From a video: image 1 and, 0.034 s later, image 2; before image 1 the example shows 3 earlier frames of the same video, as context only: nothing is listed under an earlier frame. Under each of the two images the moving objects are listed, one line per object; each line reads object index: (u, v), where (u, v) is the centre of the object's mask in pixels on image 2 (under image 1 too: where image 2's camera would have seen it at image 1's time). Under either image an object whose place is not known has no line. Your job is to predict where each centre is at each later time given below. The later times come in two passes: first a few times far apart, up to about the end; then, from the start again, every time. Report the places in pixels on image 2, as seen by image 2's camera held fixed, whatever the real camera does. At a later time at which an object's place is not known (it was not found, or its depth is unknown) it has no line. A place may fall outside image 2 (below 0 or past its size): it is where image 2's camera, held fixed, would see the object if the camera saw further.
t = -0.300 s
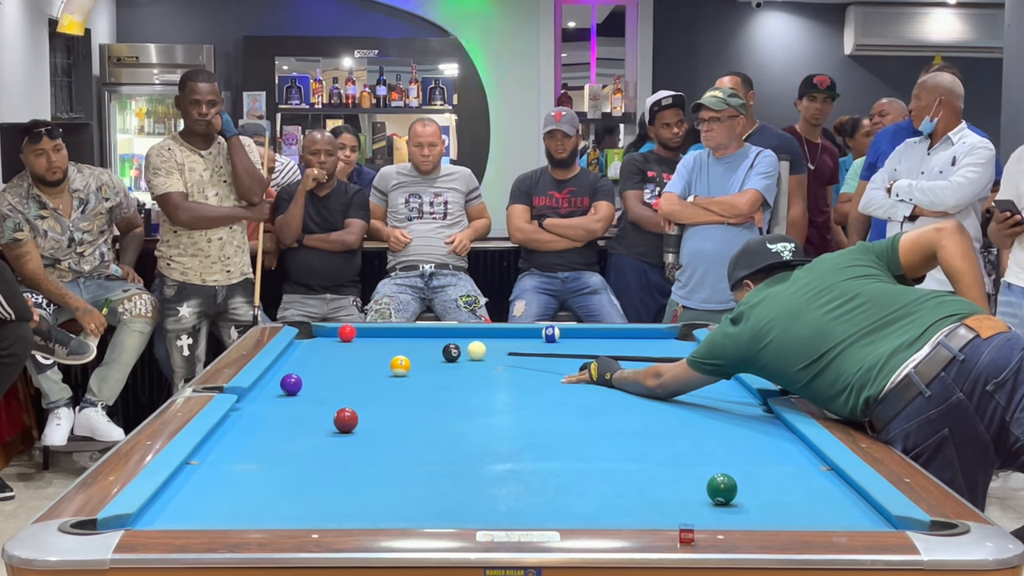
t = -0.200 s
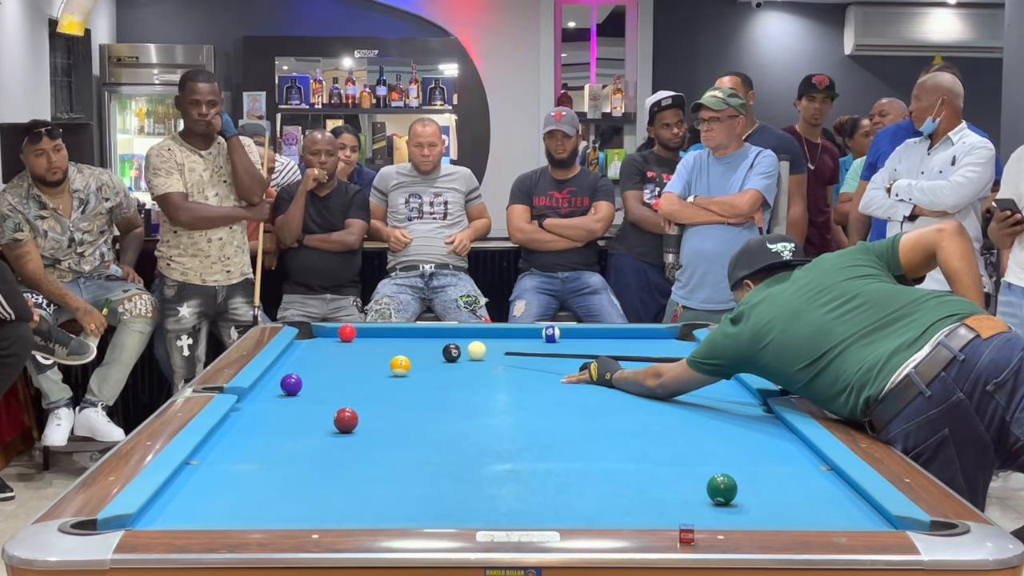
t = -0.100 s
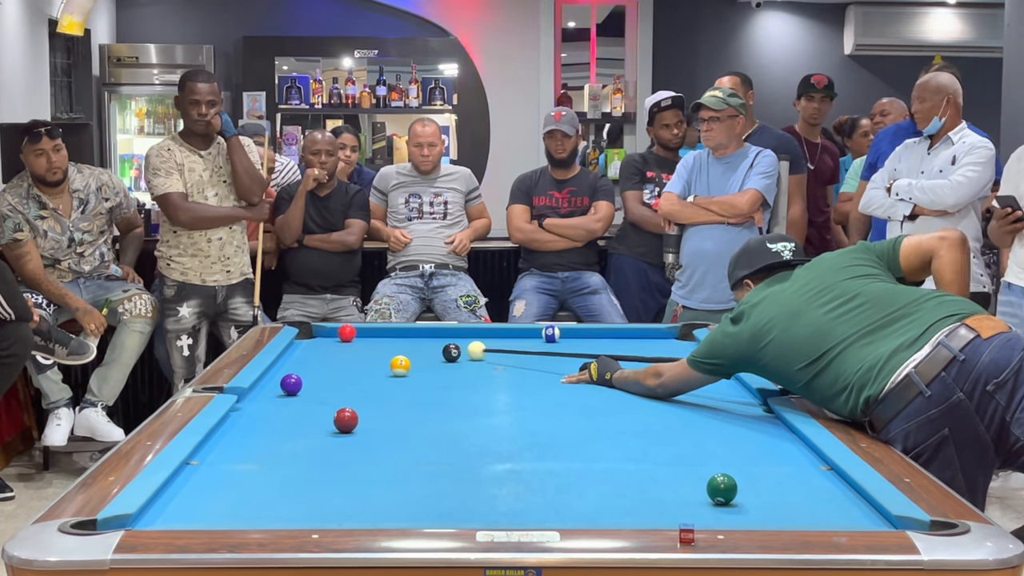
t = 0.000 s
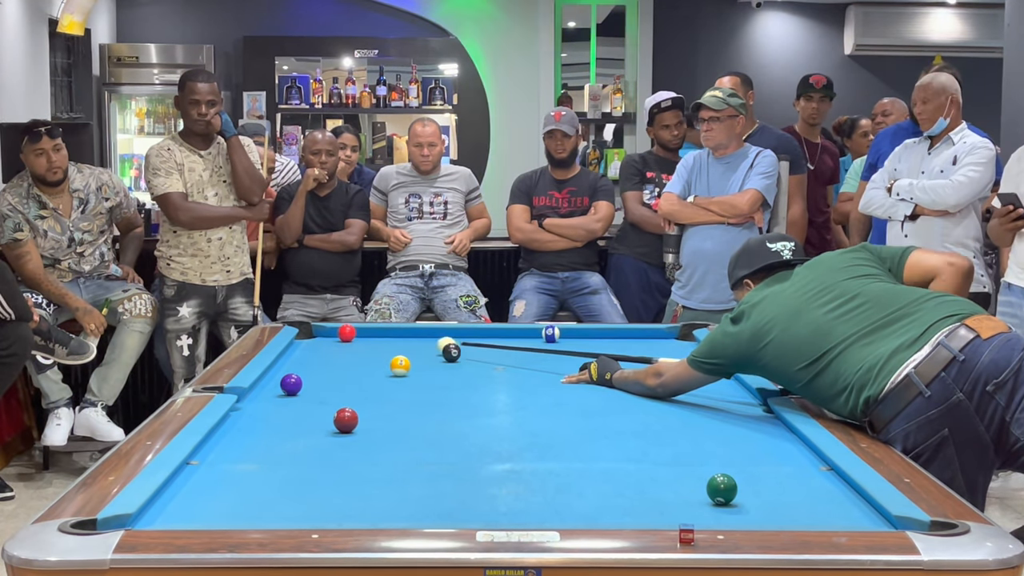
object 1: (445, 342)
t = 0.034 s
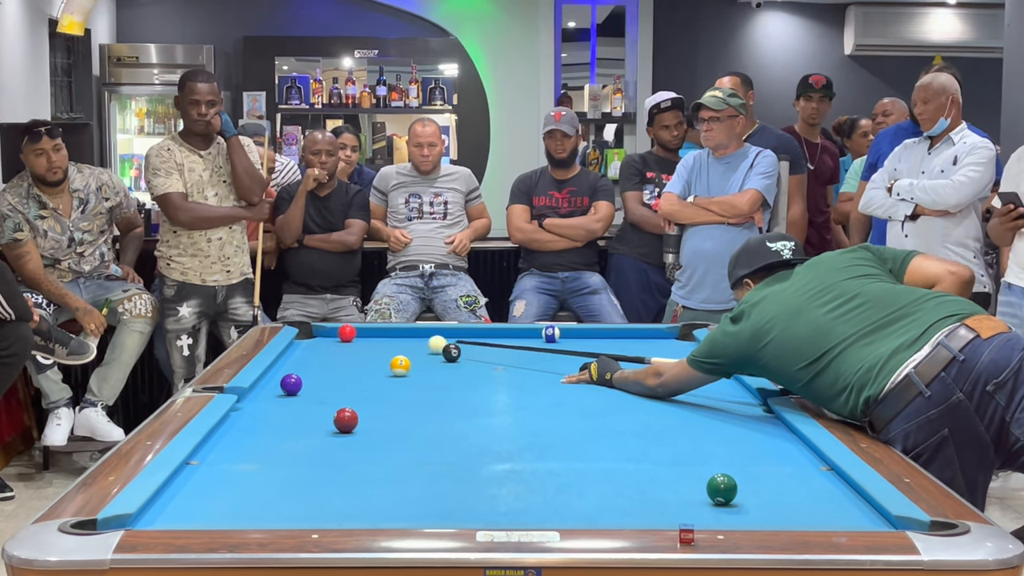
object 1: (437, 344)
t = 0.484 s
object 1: (361, 331)
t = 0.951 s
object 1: (333, 339)
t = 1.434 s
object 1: (305, 347)
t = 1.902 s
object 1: (297, 353)
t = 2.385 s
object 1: (304, 357)
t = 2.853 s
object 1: (310, 360)
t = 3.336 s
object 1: (314, 363)
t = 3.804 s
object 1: (316, 364)
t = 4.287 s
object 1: (317, 364)
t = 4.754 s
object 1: (317, 364)
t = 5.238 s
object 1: (317, 364)
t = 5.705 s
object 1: (317, 364)
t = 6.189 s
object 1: (317, 364)
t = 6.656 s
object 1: (317, 364)
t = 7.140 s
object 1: (317, 364)
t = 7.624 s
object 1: (317, 364)
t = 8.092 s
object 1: (317, 364)
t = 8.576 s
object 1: (317, 364)
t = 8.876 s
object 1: (317, 364)
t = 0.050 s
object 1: (433, 344)
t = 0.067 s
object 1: (428, 343)
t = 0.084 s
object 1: (423, 343)
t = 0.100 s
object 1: (419, 342)
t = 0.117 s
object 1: (414, 341)
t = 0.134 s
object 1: (410, 341)
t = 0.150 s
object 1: (406, 340)
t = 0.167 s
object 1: (401, 339)
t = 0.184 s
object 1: (397, 339)
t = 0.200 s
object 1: (392, 338)
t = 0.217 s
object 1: (388, 337)
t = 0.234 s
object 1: (384, 337)
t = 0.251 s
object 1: (380, 336)
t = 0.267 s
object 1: (376, 336)
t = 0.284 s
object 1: (371, 335)
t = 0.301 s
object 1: (367, 334)
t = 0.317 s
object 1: (364, 334)
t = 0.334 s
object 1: (364, 333)
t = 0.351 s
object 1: (365, 333)
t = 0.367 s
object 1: (365, 333)
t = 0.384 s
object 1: (365, 332)
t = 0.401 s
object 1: (364, 332)
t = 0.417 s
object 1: (364, 331)
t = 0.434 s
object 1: (364, 331)
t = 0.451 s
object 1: (363, 331)
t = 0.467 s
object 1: (362, 331)
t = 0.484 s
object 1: (361, 331)
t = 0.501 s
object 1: (360, 331)
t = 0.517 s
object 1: (359, 332)
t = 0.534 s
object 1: (358, 332)
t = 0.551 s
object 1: (357, 332)
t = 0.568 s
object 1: (356, 332)
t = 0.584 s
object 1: (355, 333)
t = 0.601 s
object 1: (354, 333)
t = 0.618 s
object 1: (353, 333)
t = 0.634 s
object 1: (352, 333)
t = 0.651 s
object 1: (351, 334)
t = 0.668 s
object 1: (350, 334)
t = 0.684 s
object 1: (349, 334)
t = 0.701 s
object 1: (348, 335)
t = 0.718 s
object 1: (347, 335)
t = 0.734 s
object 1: (346, 335)
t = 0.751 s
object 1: (345, 335)
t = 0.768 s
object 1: (344, 336)
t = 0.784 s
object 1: (343, 336)
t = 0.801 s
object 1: (342, 336)
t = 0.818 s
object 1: (341, 337)
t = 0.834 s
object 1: (340, 337)
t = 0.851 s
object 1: (339, 337)
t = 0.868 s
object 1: (338, 337)
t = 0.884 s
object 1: (337, 338)
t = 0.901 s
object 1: (336, 338)
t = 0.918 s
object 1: (335, 338)
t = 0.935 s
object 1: (334, 339)
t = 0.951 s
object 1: (333, 339)
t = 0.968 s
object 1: (332, 339)
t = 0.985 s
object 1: (331, 339)
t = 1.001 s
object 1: (330, 340)
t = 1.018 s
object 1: (329, 340)
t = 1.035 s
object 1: (328, 340)
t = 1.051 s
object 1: (327, 340)
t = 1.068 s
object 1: (326, 341)
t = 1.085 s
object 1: (325, 341)
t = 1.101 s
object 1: (324, 341)
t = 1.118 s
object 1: (323, 342)
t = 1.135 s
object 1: (322, 342)
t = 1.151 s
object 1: (321, 342)
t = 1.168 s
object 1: (320, 342)
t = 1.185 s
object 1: (319, 343)
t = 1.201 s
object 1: (318, 343)
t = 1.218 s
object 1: (317, 343)
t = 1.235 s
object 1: (316, 344)
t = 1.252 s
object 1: (315, 344)
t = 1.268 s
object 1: (314, 344)
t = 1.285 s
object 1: (313, 344)
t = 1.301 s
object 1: (312, 344)
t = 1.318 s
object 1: (311, 345)
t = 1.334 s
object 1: (310, 345)
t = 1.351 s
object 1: (309, 345)
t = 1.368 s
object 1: (309, 346)
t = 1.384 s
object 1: (308, 346)
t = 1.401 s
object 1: (307, 346)
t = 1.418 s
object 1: (306, 347)
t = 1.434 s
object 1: (305, 347)
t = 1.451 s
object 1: (304, 347)
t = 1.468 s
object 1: (302, 347)
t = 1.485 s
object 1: (302, 348)
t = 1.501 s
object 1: (301, 348)
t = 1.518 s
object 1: (300, 348)
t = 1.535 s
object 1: (298, 348)
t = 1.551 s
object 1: (297, 349)
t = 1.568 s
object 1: (297, 349)
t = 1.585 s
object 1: (296, 349)
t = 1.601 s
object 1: (295, 349)
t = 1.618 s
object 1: (294, 350)
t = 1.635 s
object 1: (293, 350)
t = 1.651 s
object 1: (293, 350)
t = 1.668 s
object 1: (293, 350)
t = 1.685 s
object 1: (293, 351)
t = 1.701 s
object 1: (294, 351)
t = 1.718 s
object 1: (294, 351)
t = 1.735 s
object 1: (294, 351)
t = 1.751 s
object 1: (295, 351)
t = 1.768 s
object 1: (295, 351)
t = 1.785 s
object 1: (295, 351)
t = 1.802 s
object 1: (295, 352)
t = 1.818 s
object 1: (296, 352)
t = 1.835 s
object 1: (296, 352)
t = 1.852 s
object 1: (296, 352)
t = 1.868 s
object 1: (296, 352)
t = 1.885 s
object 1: (297, 353)
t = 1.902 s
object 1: (297, 353)
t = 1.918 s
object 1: (297, 353)
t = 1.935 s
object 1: (298, 353)
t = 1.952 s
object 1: (298, 353)
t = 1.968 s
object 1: (298, 353)
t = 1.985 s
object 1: (298, 354)
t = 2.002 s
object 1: (298, 353)
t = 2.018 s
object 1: (299, 354)
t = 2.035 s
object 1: (299, 354)
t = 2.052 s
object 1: (299, 354)
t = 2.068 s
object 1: (300, 354)
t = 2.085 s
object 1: (300, 354)
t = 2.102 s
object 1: (300, 354)
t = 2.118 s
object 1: (300, 355)
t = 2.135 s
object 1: (301, 355)
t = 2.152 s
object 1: (301, 355)
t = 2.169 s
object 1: (301, 355)
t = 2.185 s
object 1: (302, 355)
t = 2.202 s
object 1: (302, 355)
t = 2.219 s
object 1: (302, 355)
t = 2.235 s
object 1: (302, 356)
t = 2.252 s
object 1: (303, 356)
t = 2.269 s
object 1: (303, 356)
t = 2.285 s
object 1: (303, 356)
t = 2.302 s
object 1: (303, 356)
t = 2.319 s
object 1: (303, 356)
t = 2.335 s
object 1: (304, 357)
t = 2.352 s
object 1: (304, 357)
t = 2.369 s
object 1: (304, 357)
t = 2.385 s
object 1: (304, 357)
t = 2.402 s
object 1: (304, 357)
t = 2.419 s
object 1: (305, 357)
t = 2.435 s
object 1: (305, 357)
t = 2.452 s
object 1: (305, 357)
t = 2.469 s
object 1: (305, 358)
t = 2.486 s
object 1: (305, 358)
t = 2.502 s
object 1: (306, 358)
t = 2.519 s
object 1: (306, 358)
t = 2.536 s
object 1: (306, 358)
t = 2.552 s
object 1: (306, 358)
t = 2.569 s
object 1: (306, 358)
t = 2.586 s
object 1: (307, 358)
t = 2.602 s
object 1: (307, 358)
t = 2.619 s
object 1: (307, 359)
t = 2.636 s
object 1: (307, 359)
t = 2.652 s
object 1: (307, 359)
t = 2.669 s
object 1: (308, 359)
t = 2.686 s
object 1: (308, 359)
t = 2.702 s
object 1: (308, 359)
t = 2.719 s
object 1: (308, 359)
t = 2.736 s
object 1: (309, 359)
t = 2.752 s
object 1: (309, 360)
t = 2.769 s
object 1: (309, 360)
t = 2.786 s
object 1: (309, 360)
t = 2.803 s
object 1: (309, 360)
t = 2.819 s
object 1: (310, 360)
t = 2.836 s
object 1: (310, 360)
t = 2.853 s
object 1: (310, 360)
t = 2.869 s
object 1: (310, 360)
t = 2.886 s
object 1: (310, 360)
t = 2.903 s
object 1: (310, 360)
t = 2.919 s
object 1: (311, 361)
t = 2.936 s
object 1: (311, 361)
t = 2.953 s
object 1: (311, 361)
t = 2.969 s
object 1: (311, 361)
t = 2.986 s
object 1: (311, 361)
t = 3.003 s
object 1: (311, 361)
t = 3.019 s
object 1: (311, 361)
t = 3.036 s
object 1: (312, 361)
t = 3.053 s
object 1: (312, 361)
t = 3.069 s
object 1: (312, 361)
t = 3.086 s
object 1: (312, 361)
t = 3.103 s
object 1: (312, 362)
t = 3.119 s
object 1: (312, 362)
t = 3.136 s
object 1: (313, 362)
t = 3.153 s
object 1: (312, 362)
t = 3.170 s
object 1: (313, 362)
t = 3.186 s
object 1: (313, 362)
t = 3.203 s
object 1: (313, 362)
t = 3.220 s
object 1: (313, 362)
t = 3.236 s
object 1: (313, 362)
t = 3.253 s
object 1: (313, 362)
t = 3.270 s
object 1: (314, 362)
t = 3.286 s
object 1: (314, 362)
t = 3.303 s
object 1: (314, 362)
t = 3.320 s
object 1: (314, 363)
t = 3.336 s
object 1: (314, 363)
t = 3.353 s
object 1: (314, 363)
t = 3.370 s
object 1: (314, 363)
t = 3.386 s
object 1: (314, 363)
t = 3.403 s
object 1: (314, 363)
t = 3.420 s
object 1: (314, 363)
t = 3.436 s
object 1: (314, 363)
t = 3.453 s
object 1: (314, 363)
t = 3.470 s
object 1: (314, 363)
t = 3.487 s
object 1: (315, 363)
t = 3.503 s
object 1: (315, 363)
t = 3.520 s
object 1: (315, 363)
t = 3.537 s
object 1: (315, 363)
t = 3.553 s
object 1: (315, 363)
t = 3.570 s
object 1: (315, 363)
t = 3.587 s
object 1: (315, 363)
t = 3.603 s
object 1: (315, 363)
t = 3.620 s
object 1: (315, 363)
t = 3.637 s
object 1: (315, 363)
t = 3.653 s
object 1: (316, 364)
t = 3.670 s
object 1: (316, 364)
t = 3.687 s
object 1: (316, 364)
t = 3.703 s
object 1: (316, 364)
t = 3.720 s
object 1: (316, 364)
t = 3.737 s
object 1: (316, 364)
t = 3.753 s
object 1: (316, 364)
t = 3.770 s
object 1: (316, 364)
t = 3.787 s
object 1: (316, 364)
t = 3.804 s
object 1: (316, 364)
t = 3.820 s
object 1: (316, 364)
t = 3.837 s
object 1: (316, 364)
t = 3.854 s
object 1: (316, 364)
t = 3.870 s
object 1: (316, 364)
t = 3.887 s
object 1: (317, 364)
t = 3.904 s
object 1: (317, 364)
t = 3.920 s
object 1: (317, 364)
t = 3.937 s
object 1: (317, 364)
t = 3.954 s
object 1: (317, 364)
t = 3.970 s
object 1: (317, 364)
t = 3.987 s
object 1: (317, 364)
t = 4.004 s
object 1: (317, 364)
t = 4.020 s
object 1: (317, 364)
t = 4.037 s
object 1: (317, 364)
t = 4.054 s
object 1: (317, 364)
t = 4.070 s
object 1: (317, 364)
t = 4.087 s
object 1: (317, 364)
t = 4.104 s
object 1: (317, 364)
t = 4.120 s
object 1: (317, 364)
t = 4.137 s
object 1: (317, 364)
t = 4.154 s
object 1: (317, 364)
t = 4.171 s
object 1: (317, 364)
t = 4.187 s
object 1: (317, 364)
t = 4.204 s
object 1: (317, 364)
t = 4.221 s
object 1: (317, 364)
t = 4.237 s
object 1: (317, 364)
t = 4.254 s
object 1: (317, 364)
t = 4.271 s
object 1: (317, 364)
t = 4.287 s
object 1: (317, 364)
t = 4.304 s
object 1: (317, 364)
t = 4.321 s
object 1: (317, 364)
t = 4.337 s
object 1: (317, 364)
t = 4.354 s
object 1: (317, 364)
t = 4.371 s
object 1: (317, 364)
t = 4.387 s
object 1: (317, 364)
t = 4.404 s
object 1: (317, 364)
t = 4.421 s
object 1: (317, 364)
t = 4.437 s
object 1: (317, 364)
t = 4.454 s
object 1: (317, 364)
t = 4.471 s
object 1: (317, 364)
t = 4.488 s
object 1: (317, 364)
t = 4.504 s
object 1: (317, 364)
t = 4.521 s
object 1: (317, 364)
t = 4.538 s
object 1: (317, 364)
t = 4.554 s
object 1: (317, 364)
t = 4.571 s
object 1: (317, 364)
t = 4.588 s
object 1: (317, 364)
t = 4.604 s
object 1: (317, 364)
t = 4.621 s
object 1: (317, 364)
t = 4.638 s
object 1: (317, 364)
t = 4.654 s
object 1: (317, 364)
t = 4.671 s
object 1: (317, 364)
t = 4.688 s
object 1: (317, 364)
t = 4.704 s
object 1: (317, 364)
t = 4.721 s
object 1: (317, 364)
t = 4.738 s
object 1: (317, 364)
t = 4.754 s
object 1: (317, 364)
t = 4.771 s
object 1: (317, 364)
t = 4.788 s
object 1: (317, 364)
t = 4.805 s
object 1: (317, 364)
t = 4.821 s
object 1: (317, 364)
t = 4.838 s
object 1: (317, 364)
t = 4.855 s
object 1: (317, 364)
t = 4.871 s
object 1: (317, 364)
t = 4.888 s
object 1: (317, 364)
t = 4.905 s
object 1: (317, 364)
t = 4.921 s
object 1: (317, 364)
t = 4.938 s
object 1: (317, 364)
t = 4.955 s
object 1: (317, 364)
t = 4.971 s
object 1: (317, 364)
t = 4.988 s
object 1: (317, 364)
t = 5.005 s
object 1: (317, 364)
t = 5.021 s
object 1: (317, 364)
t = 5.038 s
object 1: (317, 364)
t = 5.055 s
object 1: (317, 364)
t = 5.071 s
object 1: (317, 364)
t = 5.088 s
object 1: (317, 364)
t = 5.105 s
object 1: (317, 364)
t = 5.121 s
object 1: (317, 364)
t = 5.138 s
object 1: (317, 364)
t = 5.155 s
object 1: (317, 364)
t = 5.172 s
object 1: (317, 364)
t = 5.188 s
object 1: (317, 364)
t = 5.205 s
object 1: (317, 364)
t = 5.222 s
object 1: (317, 364)
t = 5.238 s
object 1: (317, 364)
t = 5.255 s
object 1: (317, 364)
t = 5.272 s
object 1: (317, 364)
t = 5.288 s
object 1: (317, 364)
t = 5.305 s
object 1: (317, 364)
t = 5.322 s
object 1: (317, 364)
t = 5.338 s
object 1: (317, 364)
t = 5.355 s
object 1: (317, 364)
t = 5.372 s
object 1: (317, 364)
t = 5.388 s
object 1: (317, 364)
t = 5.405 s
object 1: (317, 364)
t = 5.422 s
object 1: (317, 364)
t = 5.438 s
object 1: (317, 364)
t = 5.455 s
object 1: (317, 364)
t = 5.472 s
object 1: (317, 364)
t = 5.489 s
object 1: (317, 364)
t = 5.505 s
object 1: (317, 364)
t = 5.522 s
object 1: (317, 364)
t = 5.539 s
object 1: (317, 364)
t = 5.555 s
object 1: (317, 364)
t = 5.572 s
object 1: (317, 364)
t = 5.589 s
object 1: (317, 364)
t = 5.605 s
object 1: (317, 364)
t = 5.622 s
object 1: (317, 364)
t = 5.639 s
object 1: (317, 364)
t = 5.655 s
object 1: (317, 364)
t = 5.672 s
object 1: (317, 364)
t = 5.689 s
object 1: (317, 364)
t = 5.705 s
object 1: (317, 364)
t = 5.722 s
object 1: (317, 364)
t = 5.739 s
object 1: (317, 364)
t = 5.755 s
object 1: (317, 364)
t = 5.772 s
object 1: (317, 364)
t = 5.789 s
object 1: (317, 364)
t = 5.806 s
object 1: (317, 364)
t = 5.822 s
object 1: (317, 364)
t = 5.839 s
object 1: (317, 364)
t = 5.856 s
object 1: (317, 364)
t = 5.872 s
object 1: (317, 364)
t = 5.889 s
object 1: (317, 364)
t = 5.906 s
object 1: (317, 364)
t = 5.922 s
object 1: (317, 364)
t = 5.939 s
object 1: (317, 364)
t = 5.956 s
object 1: (317, 364)
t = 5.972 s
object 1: (317, 364)
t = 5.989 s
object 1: (317, 364)
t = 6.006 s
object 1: (317, 364)
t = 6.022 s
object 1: (317, 364)
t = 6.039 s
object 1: (317, 364)
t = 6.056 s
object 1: (317, 364)
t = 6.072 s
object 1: (317, 364)
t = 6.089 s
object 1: (317, 364)
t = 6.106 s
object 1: (317, 364)
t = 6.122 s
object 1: (317, 364)
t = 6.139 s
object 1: (317, 364)
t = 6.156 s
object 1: (317, 364)
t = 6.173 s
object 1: (317, 364)
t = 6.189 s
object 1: (317, 364)
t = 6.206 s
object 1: (317, 364)
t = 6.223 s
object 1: (317, 364)
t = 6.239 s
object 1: (317, 364)
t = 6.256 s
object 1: (317, 364)
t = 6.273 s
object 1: (317, 364)
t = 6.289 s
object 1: (317, 364)
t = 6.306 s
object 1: (317, 364)
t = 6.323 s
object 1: (317, 364)
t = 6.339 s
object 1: (317, 364)
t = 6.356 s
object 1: (317, 364)
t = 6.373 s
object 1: (317, 364)
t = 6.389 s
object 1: (317, 364)
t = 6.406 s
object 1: (317, 364)
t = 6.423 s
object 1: (317, 364)
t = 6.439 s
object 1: (317, 364)
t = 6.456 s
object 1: (317, 364)
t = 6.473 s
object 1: (317, 364)
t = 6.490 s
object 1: (317, 364)
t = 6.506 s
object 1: (317, 364)
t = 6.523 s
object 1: (317, 364)
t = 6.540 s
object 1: (317, 364)
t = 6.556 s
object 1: (317, 364)
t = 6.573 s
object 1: (317, 364)
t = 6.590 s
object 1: (317, 364)
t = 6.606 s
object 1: (317, 364)
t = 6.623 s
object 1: (317, 364)
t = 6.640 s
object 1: (317, 364)
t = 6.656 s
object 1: (317, 364)
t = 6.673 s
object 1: (317, 364)
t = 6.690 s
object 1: (317, 364)
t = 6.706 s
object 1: (317, 364)
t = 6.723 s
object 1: (317, 364)
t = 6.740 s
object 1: (317, 364)
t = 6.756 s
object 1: (317, 364)
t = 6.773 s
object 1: (317, 364)
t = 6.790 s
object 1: (317, 364)
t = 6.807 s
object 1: (317, 364)
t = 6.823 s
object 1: (317, 364)
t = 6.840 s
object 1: (317, 364)
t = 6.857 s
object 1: (317, 364)
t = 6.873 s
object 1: (317, 364)
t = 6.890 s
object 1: (317, 364)
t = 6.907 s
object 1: (317, 364)
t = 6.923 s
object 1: (317, 364)
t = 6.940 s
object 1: (317, 364)
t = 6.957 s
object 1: (317, 364)
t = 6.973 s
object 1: (317, 364)
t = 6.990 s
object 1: (317, 364)
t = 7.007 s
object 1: (317, 364)
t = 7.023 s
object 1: (317, 364)
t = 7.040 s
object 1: (317, 364)
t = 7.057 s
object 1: (317, 364)
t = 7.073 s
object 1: (317, 364)
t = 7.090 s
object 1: (317, 364)
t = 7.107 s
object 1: (317, 364)
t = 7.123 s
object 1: (317, 364)
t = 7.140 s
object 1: (317, 364)
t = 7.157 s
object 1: (317, 364)
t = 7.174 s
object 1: (317, 364)
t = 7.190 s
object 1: (317, 364)
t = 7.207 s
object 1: (317, 364)
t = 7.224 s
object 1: (317, 364)
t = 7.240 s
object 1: (317, 364)
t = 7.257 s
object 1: (317, 364)
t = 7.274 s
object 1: (317, 364)
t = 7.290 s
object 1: (317, 364)
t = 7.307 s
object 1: (317, 364)
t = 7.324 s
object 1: (317, 364)
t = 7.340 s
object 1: (317, 364)
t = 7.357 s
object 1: (317, 364)
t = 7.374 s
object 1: (317, 364)
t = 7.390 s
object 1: (317, 364)
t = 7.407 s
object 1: (317, 364)
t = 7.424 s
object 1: (317, 364)
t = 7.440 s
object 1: (317, 364)
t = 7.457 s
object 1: (317, 364)
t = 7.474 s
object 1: (317, 364)
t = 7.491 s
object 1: (317, 364)
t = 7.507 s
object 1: (317, 364)
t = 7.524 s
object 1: (317, 364)
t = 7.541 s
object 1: (317, 364)
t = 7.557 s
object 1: (317, 364)
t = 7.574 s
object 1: (317, 364)
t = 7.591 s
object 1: (317, 364)
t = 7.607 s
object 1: (317, 364)
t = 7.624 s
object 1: (317, 364)
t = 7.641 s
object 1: (317, 364)
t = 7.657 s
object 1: (317, 364)
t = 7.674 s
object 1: (317, 364)
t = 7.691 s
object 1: (317, 364)
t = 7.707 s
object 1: (317, 364)
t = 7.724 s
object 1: (317, 364)
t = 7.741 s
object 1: (317, 364)
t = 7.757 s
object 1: (317, 364)
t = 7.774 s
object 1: (317, 364)
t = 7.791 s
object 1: (317, 364)
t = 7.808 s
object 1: (317, 364)
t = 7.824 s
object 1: (317, 364)
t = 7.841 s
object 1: (317, 364)
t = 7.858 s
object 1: (317, 364)
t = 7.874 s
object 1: (317, 364)
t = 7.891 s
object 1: (317, 364)
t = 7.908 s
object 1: (317, 364)
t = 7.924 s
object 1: (317, 364)
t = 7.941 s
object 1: (317, 364)
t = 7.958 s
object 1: (317, 364)
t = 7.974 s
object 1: (317, 364)
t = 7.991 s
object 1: (317, 364)
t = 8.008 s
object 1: (317, 364)
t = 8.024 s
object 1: (317, 364)
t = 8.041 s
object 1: (317, 364)
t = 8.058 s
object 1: (317, 364)
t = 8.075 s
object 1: (317, 364)
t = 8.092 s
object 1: (317, 364)
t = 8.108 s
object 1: (317, 364)
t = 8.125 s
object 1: (317, 364)
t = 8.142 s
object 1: (317, 364)
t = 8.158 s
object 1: (317, 364)
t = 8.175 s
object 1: (317, 364)
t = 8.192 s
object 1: (317, 364)
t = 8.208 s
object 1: (317, 364)
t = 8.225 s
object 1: (317, 364)
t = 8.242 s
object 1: (317, 364)
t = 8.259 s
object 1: (317, 364)
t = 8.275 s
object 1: (317, 364)
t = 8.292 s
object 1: (317, 364)
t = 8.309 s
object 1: (317, 364)
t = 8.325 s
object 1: (317, 364)
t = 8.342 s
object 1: (317, 364)
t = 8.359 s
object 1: (317, 364)
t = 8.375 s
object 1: (317, 364)
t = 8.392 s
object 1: (317, 364)
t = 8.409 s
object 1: (317, 364)
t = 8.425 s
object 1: (317, 364)
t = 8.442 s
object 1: (317, 364)
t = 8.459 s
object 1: (317, 364)
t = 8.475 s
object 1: (317, 364)
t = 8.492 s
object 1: (317, 364)
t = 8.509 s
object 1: (317, 364)
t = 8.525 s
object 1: (317, 364)
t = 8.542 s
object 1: (317, 364)
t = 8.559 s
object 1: (317, 364)
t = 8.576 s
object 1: (317, 364)
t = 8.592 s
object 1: (317, 364)
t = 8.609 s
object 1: (317, 364)
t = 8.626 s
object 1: (317, 364)
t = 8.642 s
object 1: (317, 364)
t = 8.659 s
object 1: (317, 364)
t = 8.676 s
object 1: (317, 364)
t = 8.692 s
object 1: (317, 364)
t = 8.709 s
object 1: (317, 364)
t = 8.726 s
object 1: (317, 364)
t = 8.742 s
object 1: (317, 364)
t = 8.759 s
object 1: (317, 364)
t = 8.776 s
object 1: (317, 364)
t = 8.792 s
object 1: (317, 364)
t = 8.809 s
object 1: (317, 364)
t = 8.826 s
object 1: (317, 364)
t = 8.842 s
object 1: (317, 364)
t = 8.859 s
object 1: (317, 364)
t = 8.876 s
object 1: (317, 364)
